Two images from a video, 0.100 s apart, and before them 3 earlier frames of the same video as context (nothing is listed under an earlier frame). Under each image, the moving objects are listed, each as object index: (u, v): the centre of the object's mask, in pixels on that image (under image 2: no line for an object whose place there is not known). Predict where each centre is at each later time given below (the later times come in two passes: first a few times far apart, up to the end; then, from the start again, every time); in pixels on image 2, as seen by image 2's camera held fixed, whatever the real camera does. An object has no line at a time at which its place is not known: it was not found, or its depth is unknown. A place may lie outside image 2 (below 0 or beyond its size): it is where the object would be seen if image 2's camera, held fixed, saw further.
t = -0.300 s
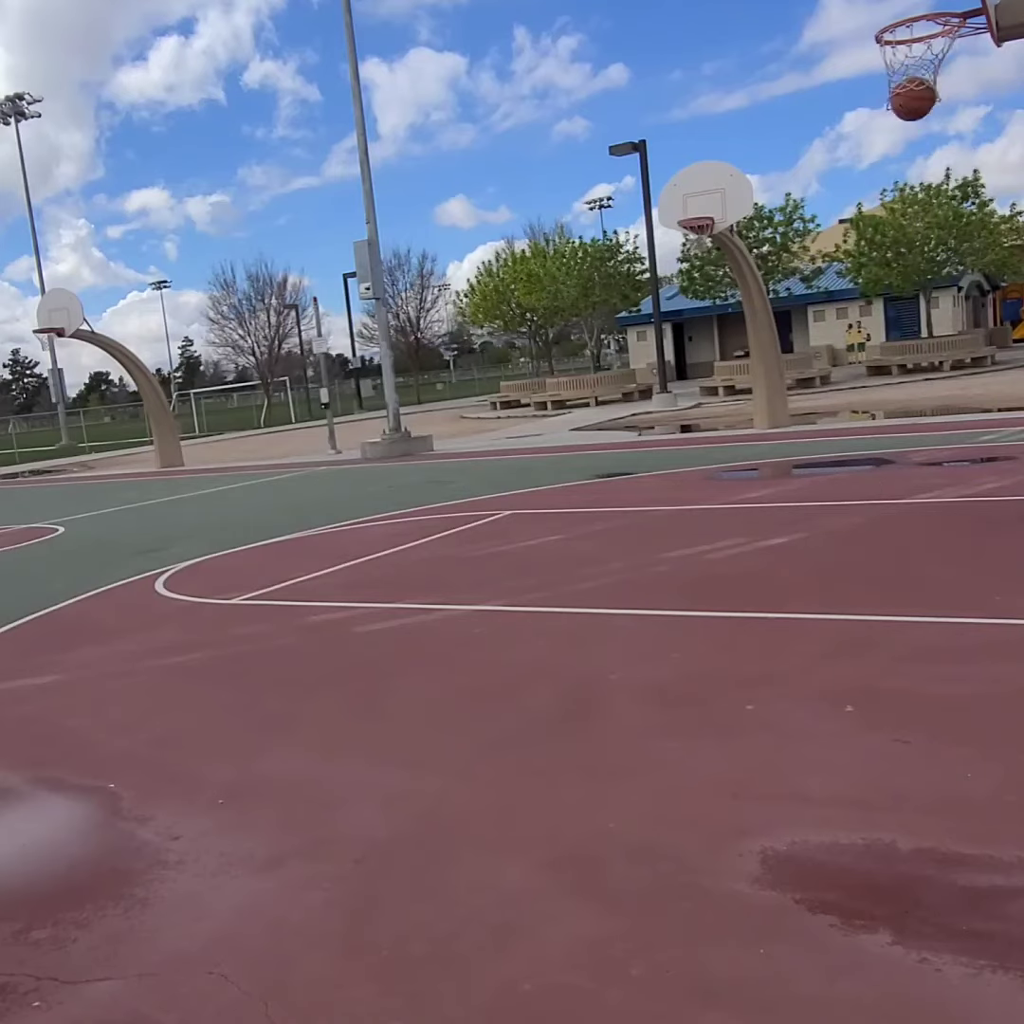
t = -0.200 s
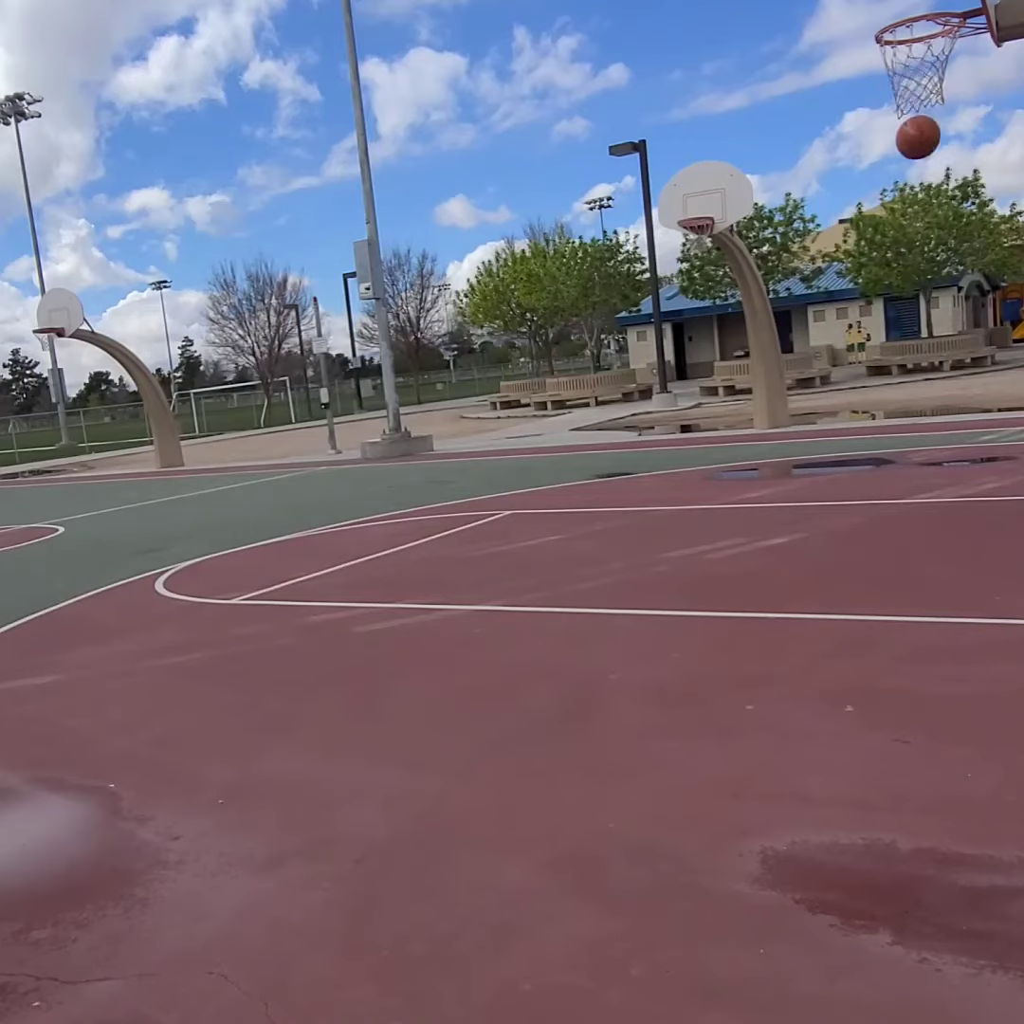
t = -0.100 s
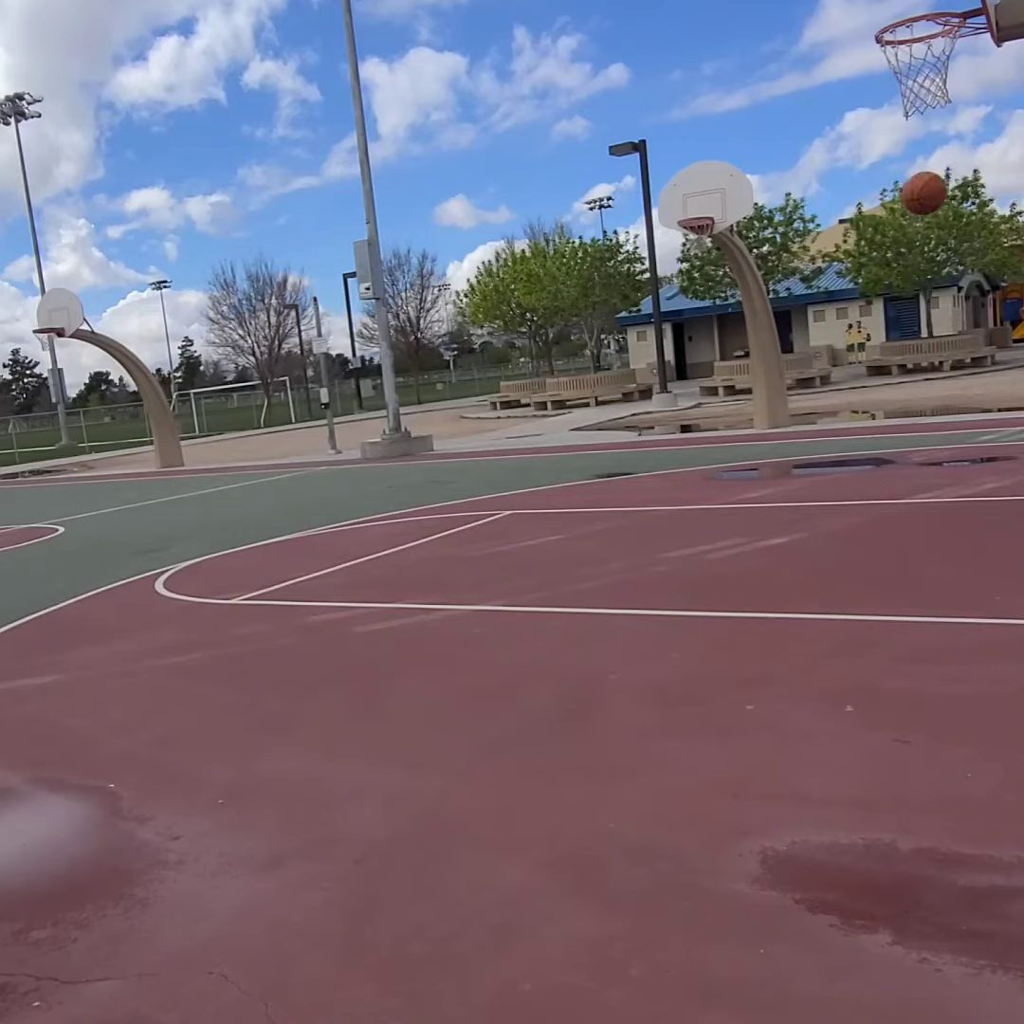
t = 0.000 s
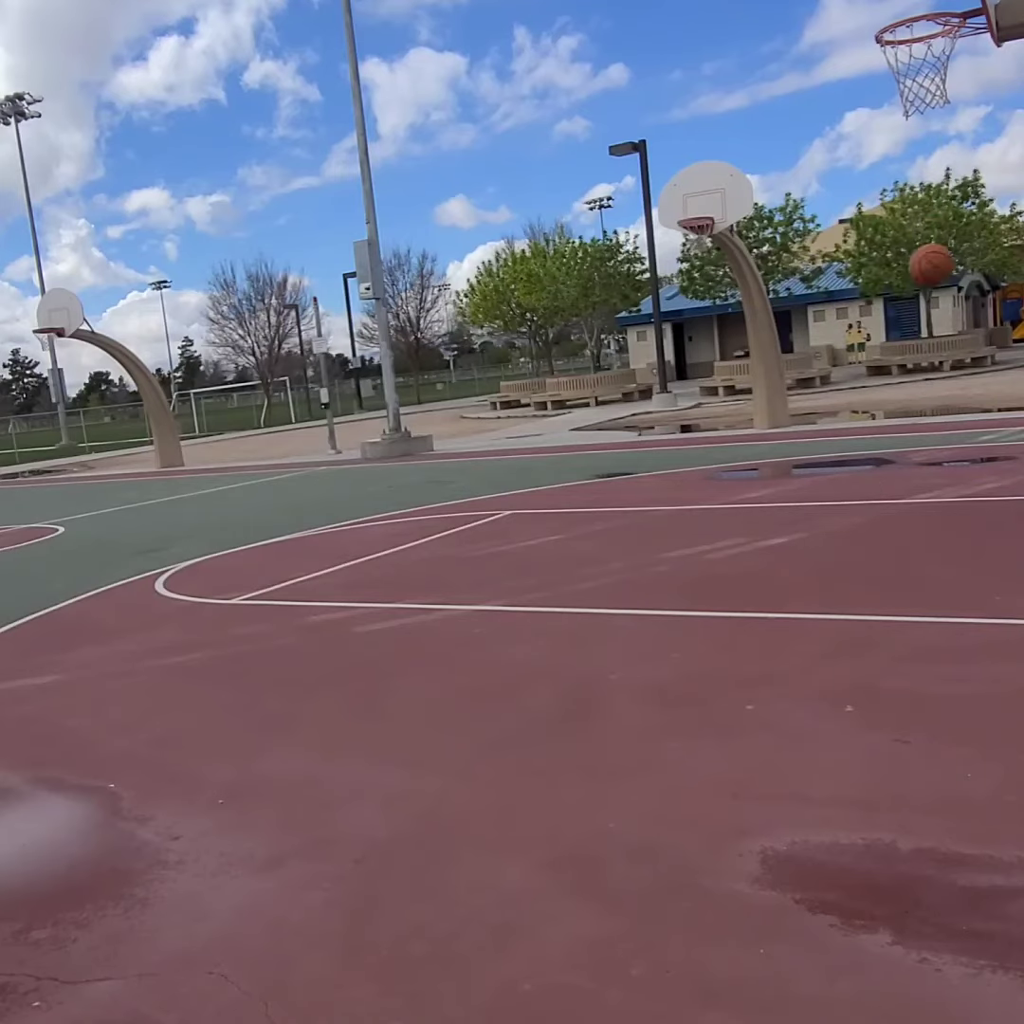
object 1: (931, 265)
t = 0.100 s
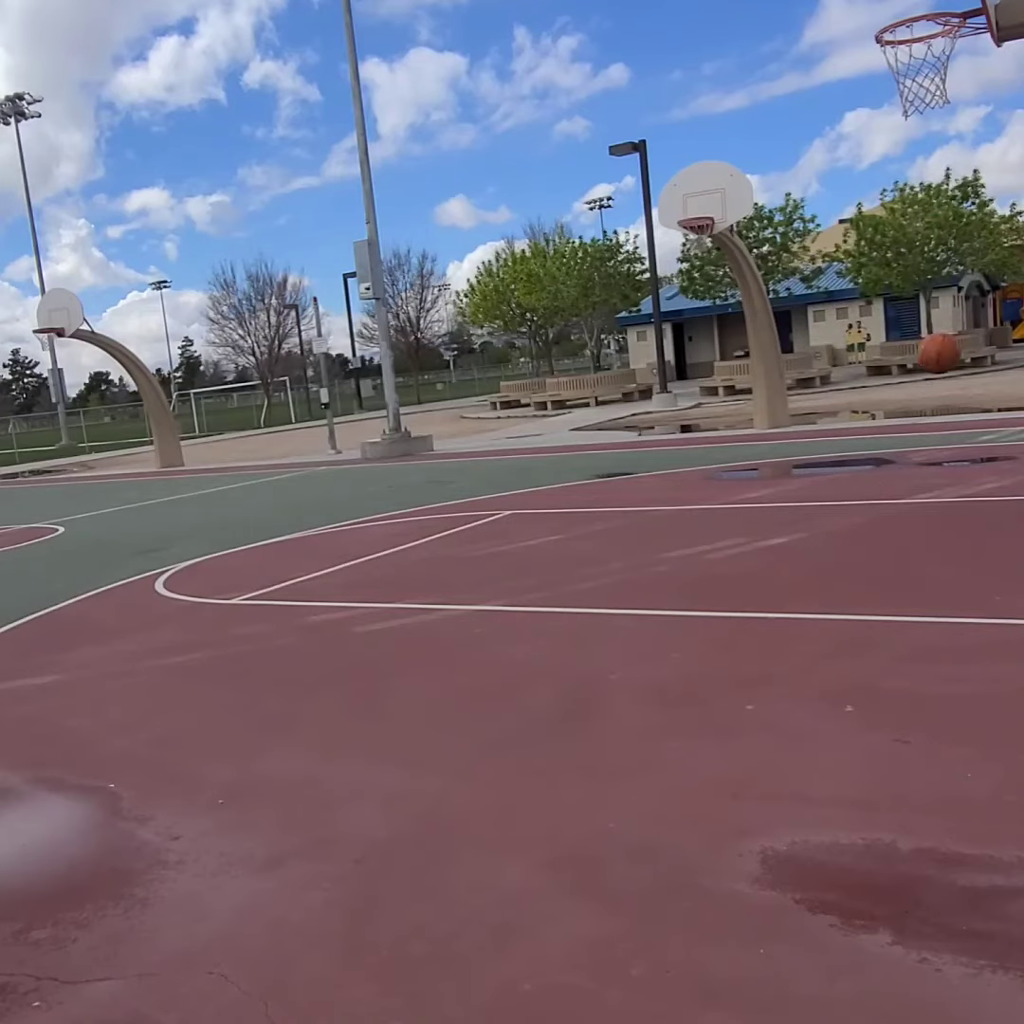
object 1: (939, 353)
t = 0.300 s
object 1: (956, 507)
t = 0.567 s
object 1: (981, 307)
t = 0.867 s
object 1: (1011, 224)
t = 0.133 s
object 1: (942, 386)
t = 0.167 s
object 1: (944, 420)
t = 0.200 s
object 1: (947, 456)
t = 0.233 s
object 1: (950, 492)
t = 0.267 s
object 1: (953, 532)
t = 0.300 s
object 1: (956, 507)
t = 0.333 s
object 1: (959, 475)
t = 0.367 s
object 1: (962, 446)
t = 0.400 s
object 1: (964, 419)
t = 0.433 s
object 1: (967, 393)
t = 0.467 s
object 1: (970, 368)
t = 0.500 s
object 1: (974, 346)
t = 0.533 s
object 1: (978, 326)
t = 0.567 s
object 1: (981, 307)
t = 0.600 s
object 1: (985, 289)
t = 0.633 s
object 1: (989, 274)
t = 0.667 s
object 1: (993, 263)
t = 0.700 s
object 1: (997, 250)
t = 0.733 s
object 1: (1001, 241)
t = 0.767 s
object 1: (1004, 233)
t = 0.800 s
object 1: (1006, 229)
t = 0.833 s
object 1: (1009, 226)
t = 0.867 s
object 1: (1011, 224)
